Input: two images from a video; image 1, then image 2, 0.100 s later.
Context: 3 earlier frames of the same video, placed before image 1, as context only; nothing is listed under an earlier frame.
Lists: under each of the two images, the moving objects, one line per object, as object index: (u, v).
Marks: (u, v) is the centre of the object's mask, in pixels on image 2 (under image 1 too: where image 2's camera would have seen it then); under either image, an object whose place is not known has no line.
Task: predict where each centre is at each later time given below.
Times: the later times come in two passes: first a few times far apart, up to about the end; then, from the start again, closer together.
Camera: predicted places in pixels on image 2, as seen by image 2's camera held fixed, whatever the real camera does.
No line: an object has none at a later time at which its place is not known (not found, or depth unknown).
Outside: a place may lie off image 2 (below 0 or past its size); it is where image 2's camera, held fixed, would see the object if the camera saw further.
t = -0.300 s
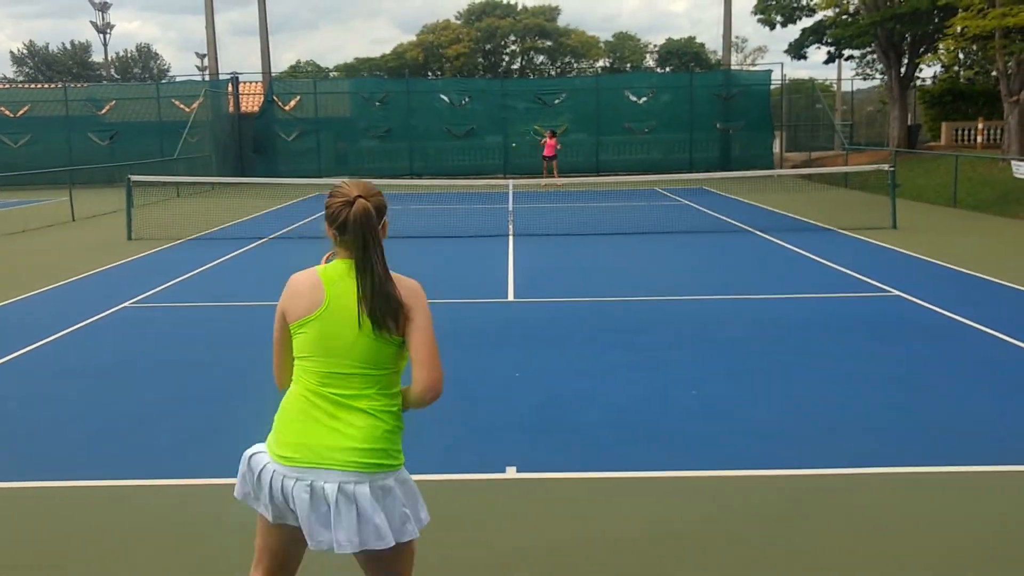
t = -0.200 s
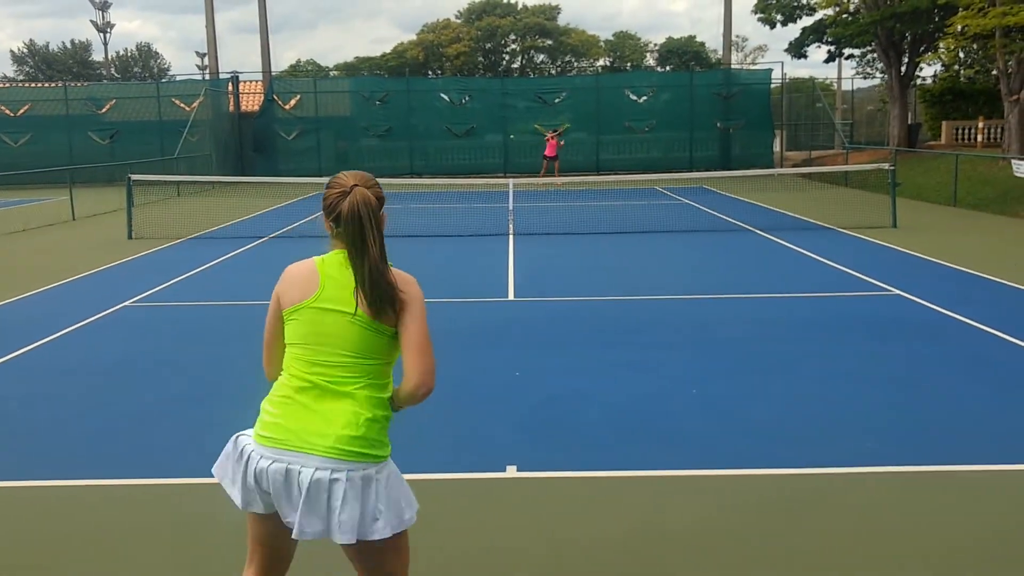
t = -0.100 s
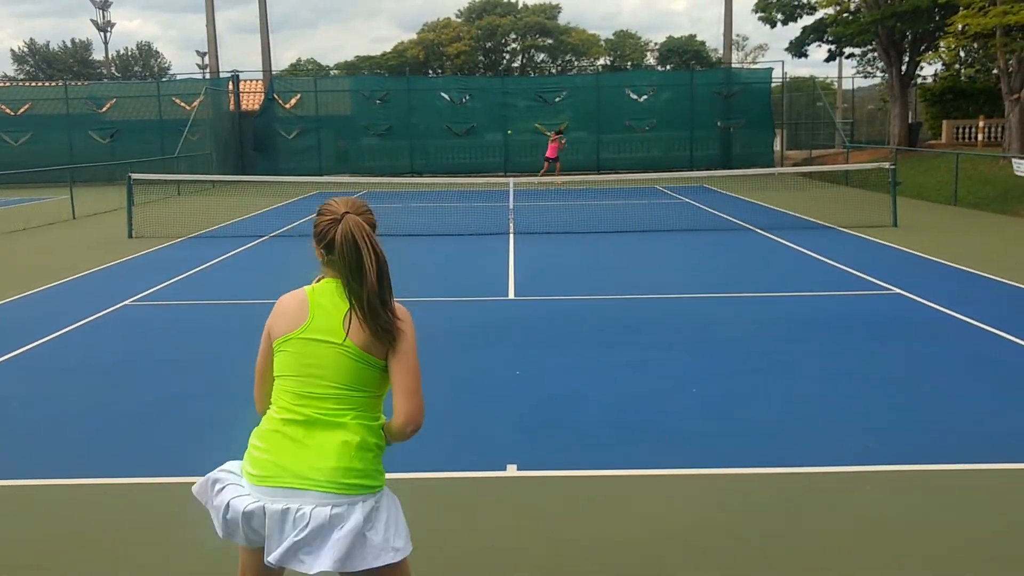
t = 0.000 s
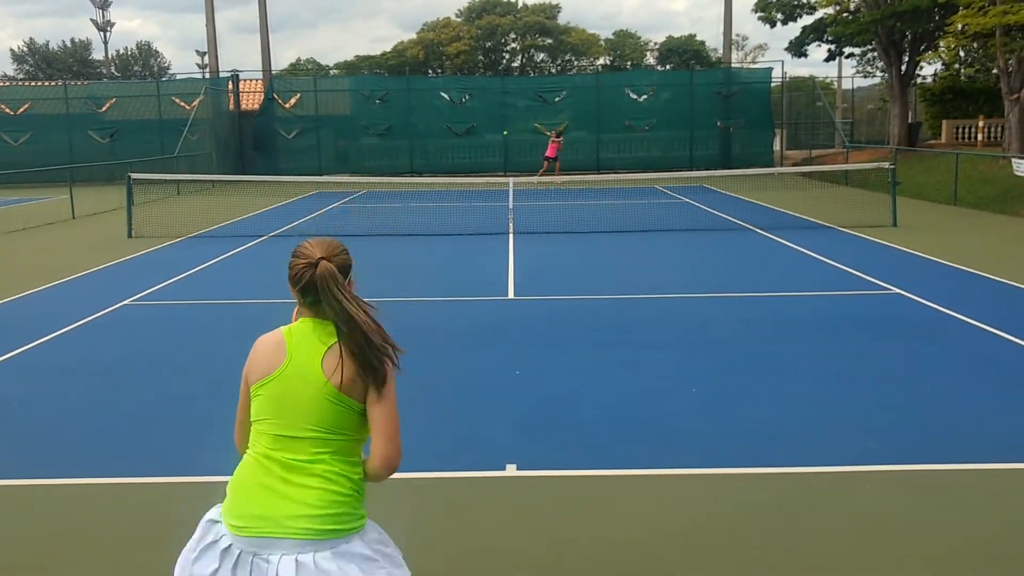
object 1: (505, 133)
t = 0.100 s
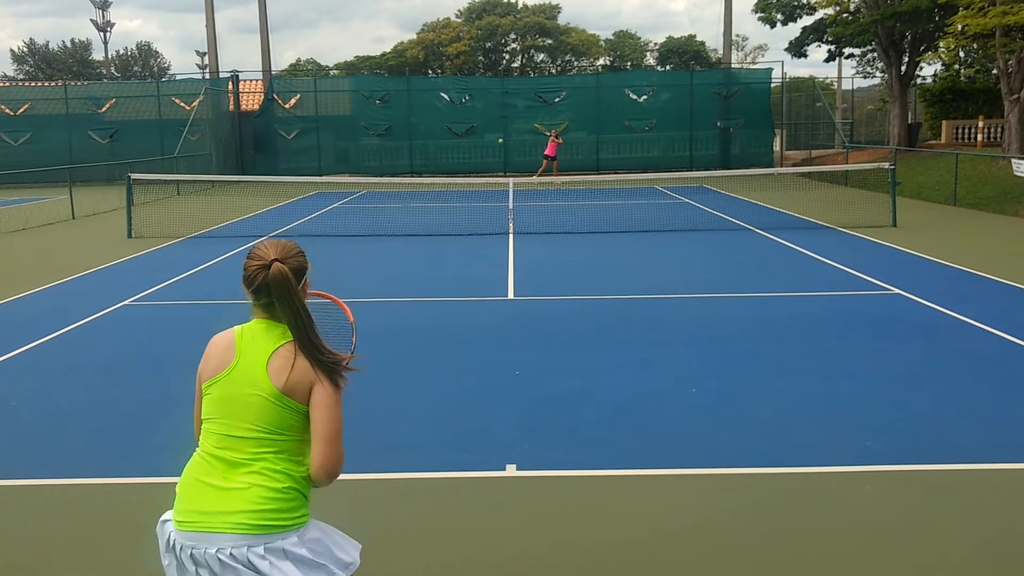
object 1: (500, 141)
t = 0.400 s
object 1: (478, 227)
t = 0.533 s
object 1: (464, 292)
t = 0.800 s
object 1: (434, 252)
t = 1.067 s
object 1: (372, 346)
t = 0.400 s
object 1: (478, 227)
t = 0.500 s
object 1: (467, 295)
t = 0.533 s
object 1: (464, 292)
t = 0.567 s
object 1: (461, 284)
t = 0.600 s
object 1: (458, 277)
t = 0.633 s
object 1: (455, 270)
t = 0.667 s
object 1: (451, 263)
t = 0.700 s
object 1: (447, 259)
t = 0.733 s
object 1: (443, 255)
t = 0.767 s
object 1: (439, 253)
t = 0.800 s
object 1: (434, 252)
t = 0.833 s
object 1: (428, 252)
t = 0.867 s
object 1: (422, 256)
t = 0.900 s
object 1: (416, 261)
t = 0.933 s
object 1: (409, 270)
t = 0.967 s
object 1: (402, 281)
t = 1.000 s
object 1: (393, 297)
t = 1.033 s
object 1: (383, 318)
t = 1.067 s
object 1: (372, 346)
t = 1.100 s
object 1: (359, 381)
